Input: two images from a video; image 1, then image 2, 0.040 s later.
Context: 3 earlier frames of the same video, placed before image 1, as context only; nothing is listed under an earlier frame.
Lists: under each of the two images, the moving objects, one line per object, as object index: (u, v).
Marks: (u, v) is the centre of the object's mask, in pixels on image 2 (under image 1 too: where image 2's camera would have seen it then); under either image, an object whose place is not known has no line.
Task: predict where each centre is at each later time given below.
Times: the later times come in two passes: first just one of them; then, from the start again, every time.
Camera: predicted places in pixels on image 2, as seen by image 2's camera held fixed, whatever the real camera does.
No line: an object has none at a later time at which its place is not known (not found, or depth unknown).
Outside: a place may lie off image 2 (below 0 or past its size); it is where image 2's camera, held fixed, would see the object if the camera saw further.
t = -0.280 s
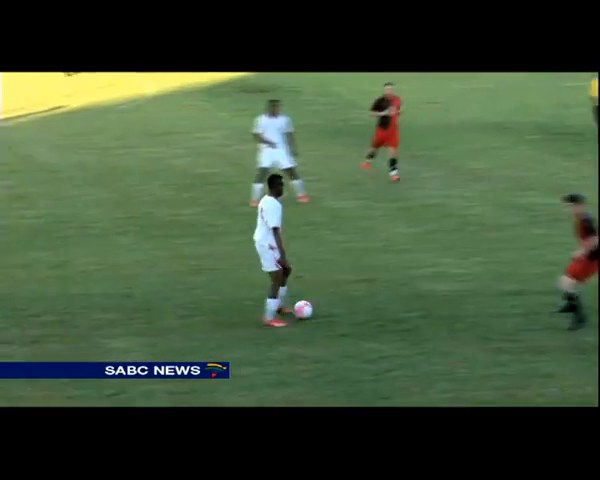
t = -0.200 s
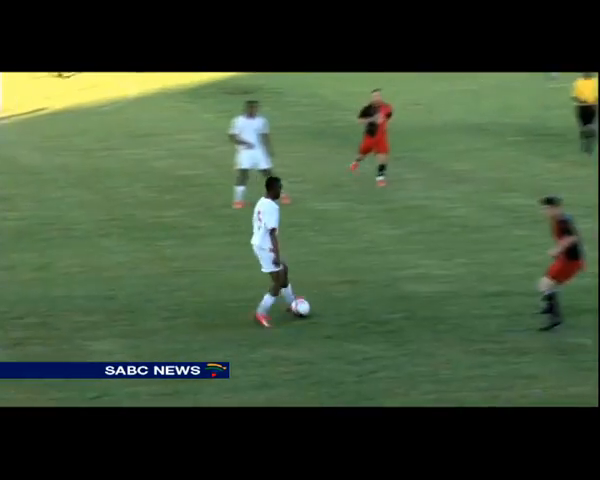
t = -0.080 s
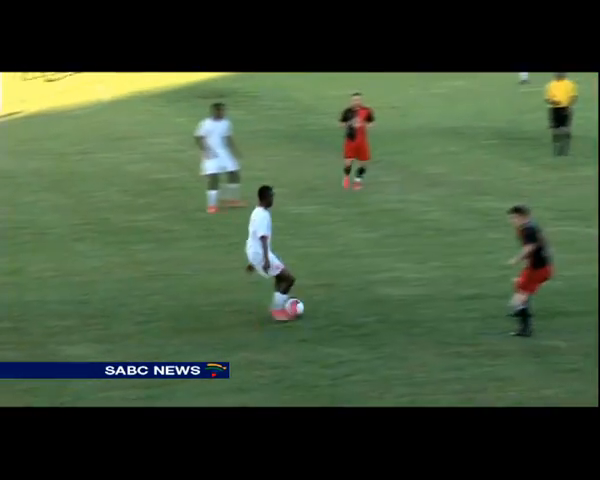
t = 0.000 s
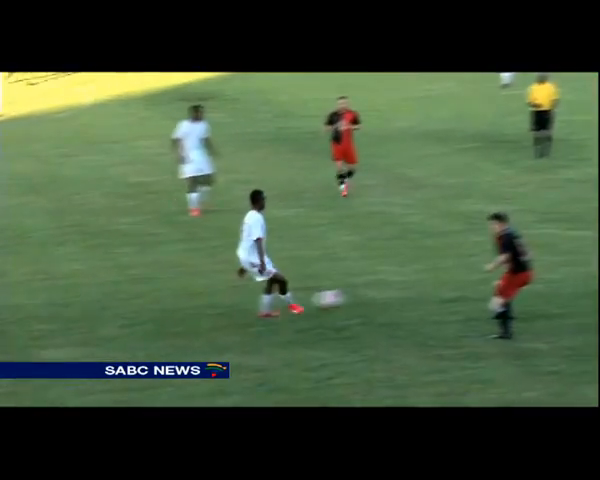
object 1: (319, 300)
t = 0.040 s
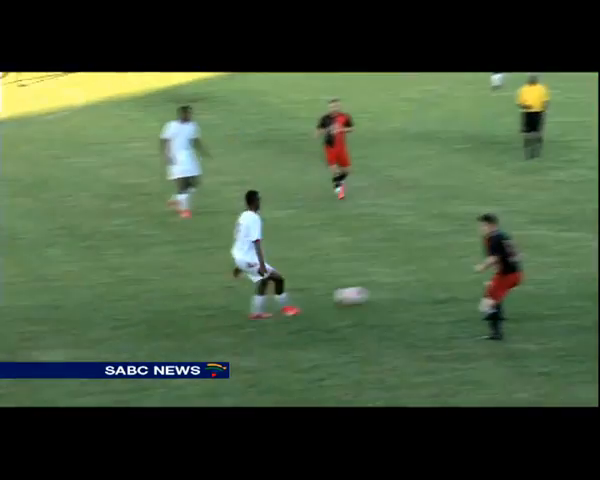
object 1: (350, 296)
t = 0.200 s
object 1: (456, 275)
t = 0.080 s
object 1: (380, 292)
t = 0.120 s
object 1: (407, 286)
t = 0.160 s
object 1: (432, 279)
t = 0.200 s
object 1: (456, 275)
